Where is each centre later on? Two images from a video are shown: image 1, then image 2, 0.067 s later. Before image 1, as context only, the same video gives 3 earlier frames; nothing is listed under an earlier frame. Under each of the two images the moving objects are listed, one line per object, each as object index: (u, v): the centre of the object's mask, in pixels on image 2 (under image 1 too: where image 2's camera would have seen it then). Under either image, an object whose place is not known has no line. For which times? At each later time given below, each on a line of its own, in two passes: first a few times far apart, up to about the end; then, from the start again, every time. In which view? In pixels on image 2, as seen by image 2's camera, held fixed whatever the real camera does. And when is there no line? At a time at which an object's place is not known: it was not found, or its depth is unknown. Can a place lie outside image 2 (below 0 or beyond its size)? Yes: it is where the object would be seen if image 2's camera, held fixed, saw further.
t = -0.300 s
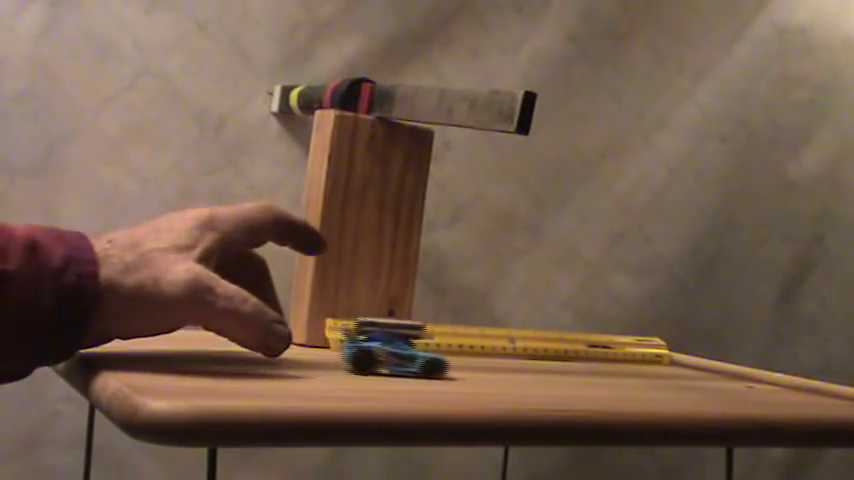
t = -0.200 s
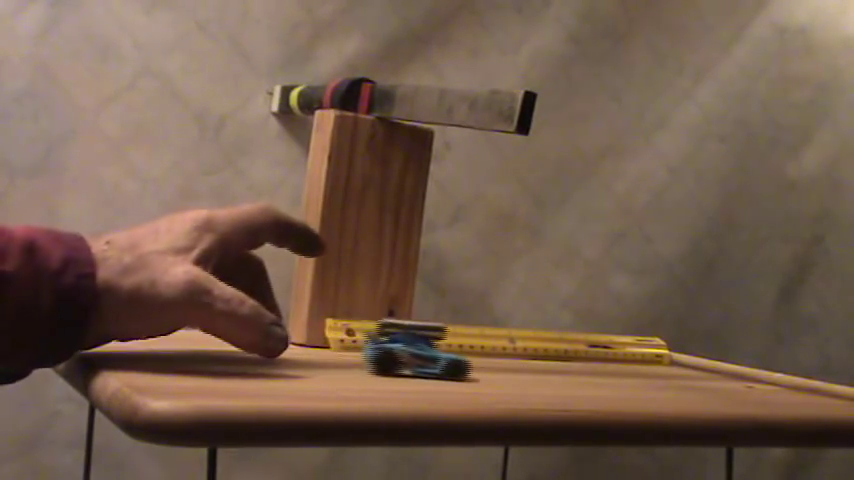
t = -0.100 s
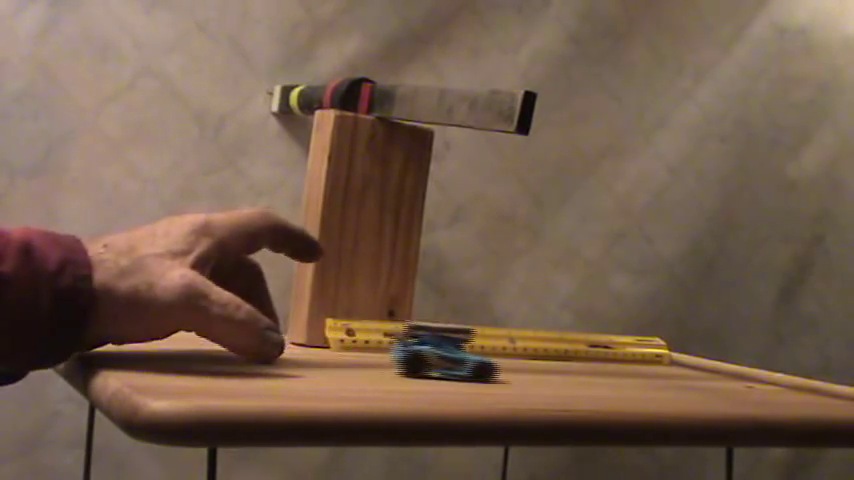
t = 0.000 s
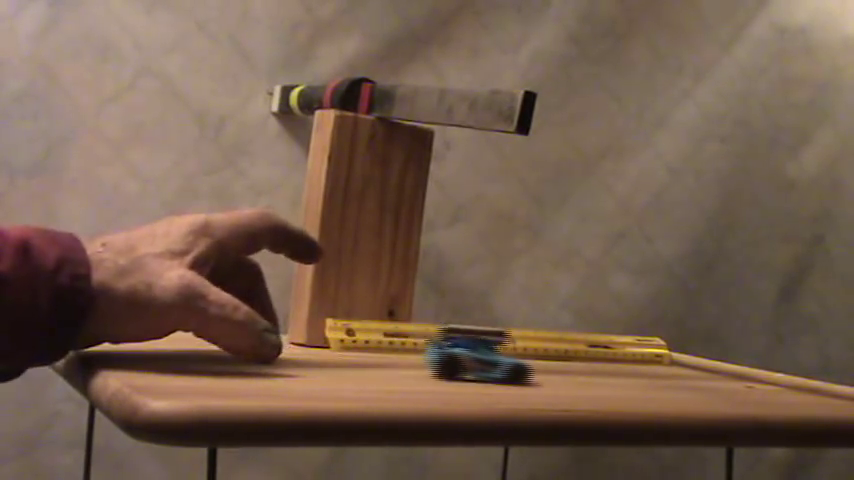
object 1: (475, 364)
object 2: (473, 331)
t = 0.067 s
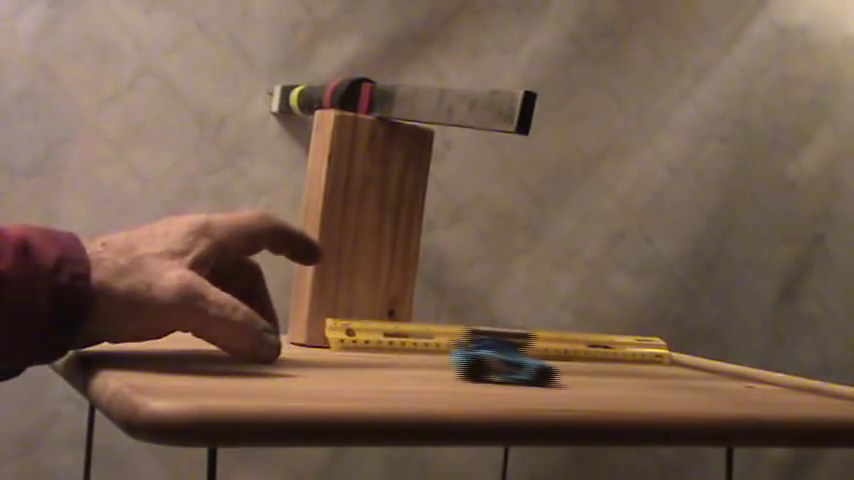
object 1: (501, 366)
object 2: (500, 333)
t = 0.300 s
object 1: (603, 374)
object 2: (598, 341)
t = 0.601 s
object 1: (706, 382)
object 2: (705, 350)
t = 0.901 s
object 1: (758, 386)
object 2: (757, 353)
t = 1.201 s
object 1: (766, 387)
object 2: (765, 354)
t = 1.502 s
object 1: (759, 386)
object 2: (758, 354)
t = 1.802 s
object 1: (744, 384)
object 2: (742, 352)
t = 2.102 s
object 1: (728, 383)
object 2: (727, 351)
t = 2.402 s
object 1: (725, 383)
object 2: (725, 351)
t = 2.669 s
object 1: (725, 383)
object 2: (725, 351)
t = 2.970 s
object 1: (725, 383)
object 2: (725, 351)
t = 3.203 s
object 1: (725, 383)
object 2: (725, 351)
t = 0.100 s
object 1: (516, 367)
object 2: (514, 336)
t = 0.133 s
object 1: (530, 368)
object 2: (527, 336)
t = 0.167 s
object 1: (544, 369)
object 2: (542, 337)
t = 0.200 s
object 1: (559, 370)
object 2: (555, 337)
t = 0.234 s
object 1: (574, 372)
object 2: (571, 339)
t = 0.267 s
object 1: (589, 373)
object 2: (586, 341)
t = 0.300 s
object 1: (603, 374)
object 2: (598, 341)
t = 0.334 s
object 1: (616, 375)
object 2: (614, 342)
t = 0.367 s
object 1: (629, 376)
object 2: (628, 343)
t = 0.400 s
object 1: (642, 376)
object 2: (639, 343)
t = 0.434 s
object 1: (654, 378)
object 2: (652, 344)
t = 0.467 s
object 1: (665, 378)
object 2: (663, 345)
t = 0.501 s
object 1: (676, 379)
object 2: (674, 346)
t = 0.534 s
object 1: (686, 380)
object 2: (687, 347)
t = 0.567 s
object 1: (697, 381)
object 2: (696, 349)
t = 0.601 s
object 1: (706, 382)
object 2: (705, 350)
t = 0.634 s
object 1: (715, 383)
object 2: (714, 350)
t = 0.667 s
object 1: (721, 383)
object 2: (722, 351)
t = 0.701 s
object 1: (728, 384)
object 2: (728, 351)
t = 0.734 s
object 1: (735, 384)
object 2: (734, 352)
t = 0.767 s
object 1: (740, 384)
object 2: (740, 352)
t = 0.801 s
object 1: (746, 385)
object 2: (745, 352)
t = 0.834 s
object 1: (751, 385)
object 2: (749, 353)
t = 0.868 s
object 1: (755, 385)
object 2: (753, 353)
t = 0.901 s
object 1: (758, 386)
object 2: (757, 353)
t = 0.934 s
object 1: (761, 386)
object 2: (761, 354)
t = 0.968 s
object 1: (764, 386)
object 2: (763, 354)
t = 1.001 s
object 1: (765, 386)
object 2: (764, 354)
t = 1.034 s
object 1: (766, 386)
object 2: (765, 354)
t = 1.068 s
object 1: (767, 386)
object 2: (765, 354)
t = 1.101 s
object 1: (767, 386)
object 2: (766, 354)
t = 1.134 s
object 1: (767, 386)
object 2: (765, 354)
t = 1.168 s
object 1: (767, 387)
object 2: (765, 354)
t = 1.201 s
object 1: (766, 387)
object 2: (765, 354)
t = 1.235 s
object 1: (766, 386)
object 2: (765, 354)
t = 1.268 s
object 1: (766, 386)
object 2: (764, 354)
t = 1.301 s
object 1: (765, 386)
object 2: (763, 354)
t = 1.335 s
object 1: (765, 387)
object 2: (763, 354)
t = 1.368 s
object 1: (764, 386)
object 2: (762, 354)
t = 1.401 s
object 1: (763, 386)
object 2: (761, 354)
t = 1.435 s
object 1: (762, 386)
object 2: (761, 354)
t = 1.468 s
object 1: (761, 386)
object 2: (759, 354)
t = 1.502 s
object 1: (759, 386)
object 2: (758, 354)
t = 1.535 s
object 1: (758, 386)
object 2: (756, 354)
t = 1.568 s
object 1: (756, 386)
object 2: (754, 353)
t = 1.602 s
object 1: (755, 386)
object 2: (753, 353)
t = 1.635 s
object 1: (753, 385)
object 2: (751, 353)
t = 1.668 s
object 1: (752, 385)
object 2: (750, 353)
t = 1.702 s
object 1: (750, 385)
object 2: (748, 353)
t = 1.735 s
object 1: (749, 385)
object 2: (746, 352)
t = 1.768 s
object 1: (746, 384)
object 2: (745, 352)
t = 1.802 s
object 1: (744, 384)
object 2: (742, 352)
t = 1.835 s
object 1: (742, 384)
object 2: (740, 352)
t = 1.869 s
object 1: (740, 384)
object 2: (739, 352)
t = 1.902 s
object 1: (739, 384)
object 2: (737, 352)
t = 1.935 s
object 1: (737, 384)
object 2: (735, 352)
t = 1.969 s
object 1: (735, 384)
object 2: (733, 352)
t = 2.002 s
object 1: (733, 384)
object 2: (731, 352)
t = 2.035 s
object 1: (731, 384)
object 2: (730, 352)
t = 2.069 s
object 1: (729, 384)
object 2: (728, 352)
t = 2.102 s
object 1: (728, 383)
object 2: (727, 351)
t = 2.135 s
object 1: (727, 383)
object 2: (726, 351)
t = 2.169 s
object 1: (726, 383)
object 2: (725, 351)
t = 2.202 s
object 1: (726, 383)
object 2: (724, 351)
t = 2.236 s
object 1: (725, 383)
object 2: (724, 351)
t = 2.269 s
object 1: (725, 383)
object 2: (724, 351)
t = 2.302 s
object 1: (725, 383)
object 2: (724, 351)
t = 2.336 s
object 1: (725, 383)
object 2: (724, 351)
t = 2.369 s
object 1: (725, 383)
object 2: (724, 351)
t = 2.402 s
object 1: (725, 383)
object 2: (725, 351)
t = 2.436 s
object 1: (725, 383)
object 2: (725, 351)
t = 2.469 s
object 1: (725, 383)
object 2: (724, 351)
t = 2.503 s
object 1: (725, 383)
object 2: (724, 351)
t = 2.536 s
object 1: (725, 383)
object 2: (725, 351)
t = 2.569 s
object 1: (725, 383)
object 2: (725, 351)
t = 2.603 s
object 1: (725, 383)
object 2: (725, 351)
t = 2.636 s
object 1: (725, 383)
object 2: (725, 351)
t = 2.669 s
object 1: (725, 383)
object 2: (725, 351)
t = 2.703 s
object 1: (725, 383)
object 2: (725, 351)
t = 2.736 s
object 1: (725, 383)
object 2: (725, 351)
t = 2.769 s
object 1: (725, 383)
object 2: (725, 351)
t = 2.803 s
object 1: (725, 383)
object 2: (725, 351)
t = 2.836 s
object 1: (725, 383)
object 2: (725, 351)
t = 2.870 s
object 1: (725, 383)
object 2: (725, 351)
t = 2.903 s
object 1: (725, 383)
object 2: (725, 351)
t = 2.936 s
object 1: (725, 383)
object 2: (725, 351)
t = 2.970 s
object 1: (725, 383)
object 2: (725, 351)
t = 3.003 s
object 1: (725, 383)
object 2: (725, 351)
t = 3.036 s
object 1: (725, 383)
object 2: (725, 351)
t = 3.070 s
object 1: (725, 383)
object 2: (725, 351)
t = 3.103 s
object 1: (725, 383)
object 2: (725, 351)
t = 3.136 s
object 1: (725, 383)
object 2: (725, 351)
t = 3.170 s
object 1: (725, 383)
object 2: (725, 351)
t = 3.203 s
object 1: (725, 383)
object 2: (725, 351)
